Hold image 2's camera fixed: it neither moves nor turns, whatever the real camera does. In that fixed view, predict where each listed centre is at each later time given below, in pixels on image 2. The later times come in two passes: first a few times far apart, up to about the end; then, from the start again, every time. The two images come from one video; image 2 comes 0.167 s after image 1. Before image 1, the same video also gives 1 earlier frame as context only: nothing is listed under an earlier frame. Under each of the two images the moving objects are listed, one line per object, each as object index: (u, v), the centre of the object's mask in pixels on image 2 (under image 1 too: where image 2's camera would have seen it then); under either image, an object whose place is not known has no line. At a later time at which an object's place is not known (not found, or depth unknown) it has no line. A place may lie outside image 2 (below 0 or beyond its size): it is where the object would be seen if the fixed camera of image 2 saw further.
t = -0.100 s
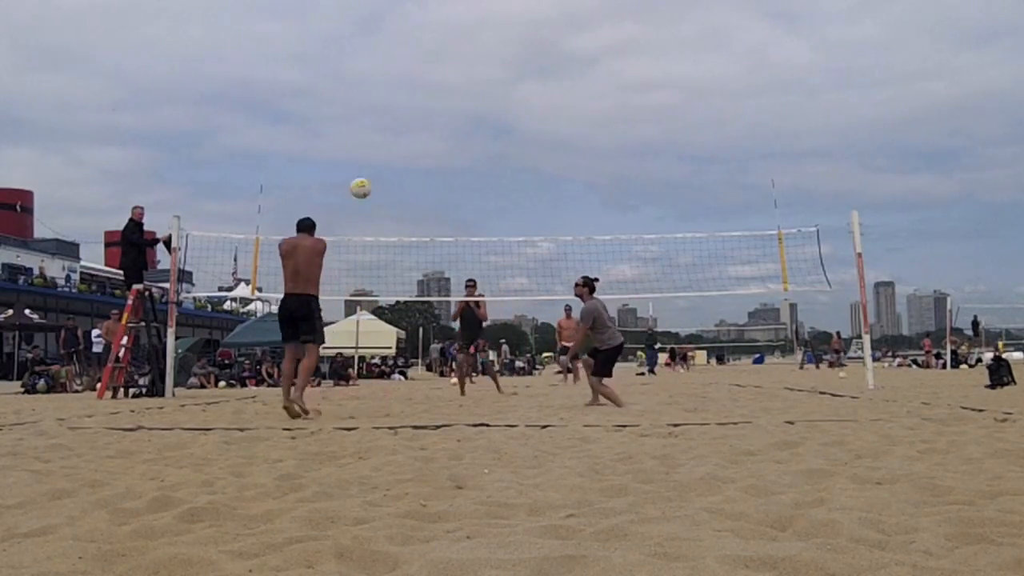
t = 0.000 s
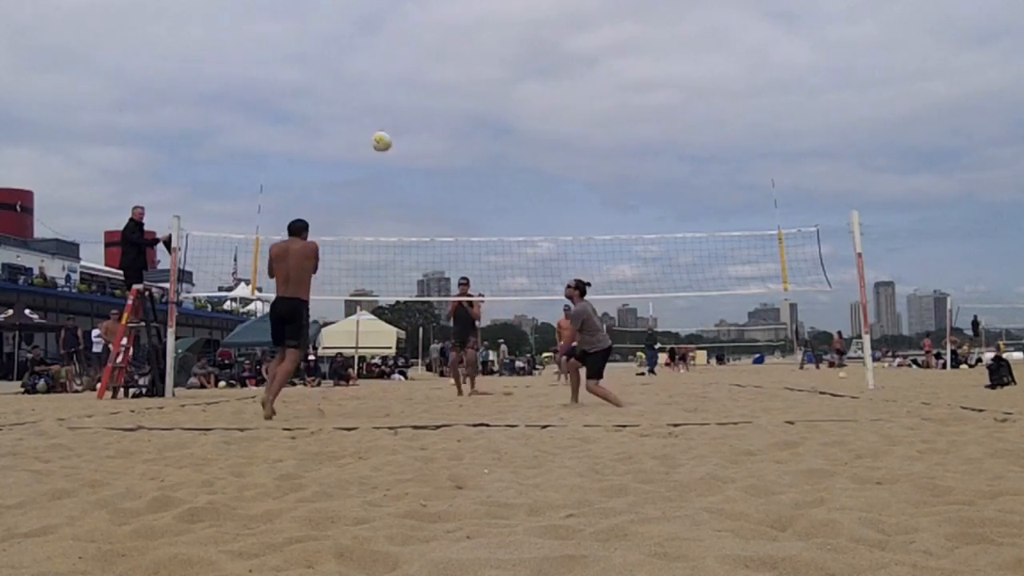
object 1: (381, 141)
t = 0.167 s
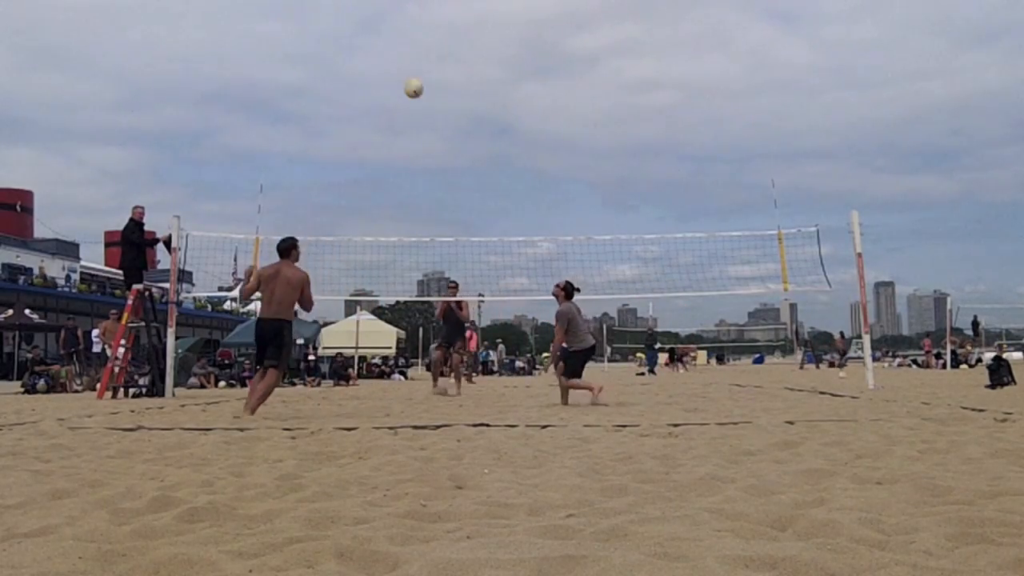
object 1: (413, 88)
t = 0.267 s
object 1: (432, 70)
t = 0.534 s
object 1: (477, 65)
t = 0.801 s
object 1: (516, 117)
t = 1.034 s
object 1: (546, 201)
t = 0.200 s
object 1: (419, 81)
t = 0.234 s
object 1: (426, 76)
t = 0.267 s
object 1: (432, 70)
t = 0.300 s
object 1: (438, 67)
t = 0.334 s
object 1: (443, 64)
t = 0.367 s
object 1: (449, 61)
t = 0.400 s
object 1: (454, 60)
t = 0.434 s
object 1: (460, 60)
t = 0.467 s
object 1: (466, 61)
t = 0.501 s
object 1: (472, 62)
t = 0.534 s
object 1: (477, 65)
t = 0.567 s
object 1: (482, 68)
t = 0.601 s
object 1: (487, 73)
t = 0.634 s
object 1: (492, 78)
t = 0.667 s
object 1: (497, 84)
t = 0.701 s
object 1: (502, 91)
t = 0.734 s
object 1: (507, 98)
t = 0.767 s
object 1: (512, 107)
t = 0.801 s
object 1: (516, 117)
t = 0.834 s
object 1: (520, 126)
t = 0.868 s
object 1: (525, 137)
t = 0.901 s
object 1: (529, 148)
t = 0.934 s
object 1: (533, 161)
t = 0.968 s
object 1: (537, 173)
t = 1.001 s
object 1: (542, 186)
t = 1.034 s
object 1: (546, 201)
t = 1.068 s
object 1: (550, 216)
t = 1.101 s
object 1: (553, 232)
